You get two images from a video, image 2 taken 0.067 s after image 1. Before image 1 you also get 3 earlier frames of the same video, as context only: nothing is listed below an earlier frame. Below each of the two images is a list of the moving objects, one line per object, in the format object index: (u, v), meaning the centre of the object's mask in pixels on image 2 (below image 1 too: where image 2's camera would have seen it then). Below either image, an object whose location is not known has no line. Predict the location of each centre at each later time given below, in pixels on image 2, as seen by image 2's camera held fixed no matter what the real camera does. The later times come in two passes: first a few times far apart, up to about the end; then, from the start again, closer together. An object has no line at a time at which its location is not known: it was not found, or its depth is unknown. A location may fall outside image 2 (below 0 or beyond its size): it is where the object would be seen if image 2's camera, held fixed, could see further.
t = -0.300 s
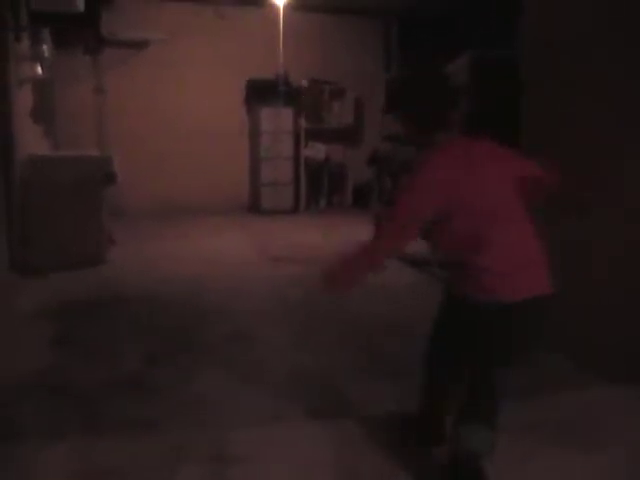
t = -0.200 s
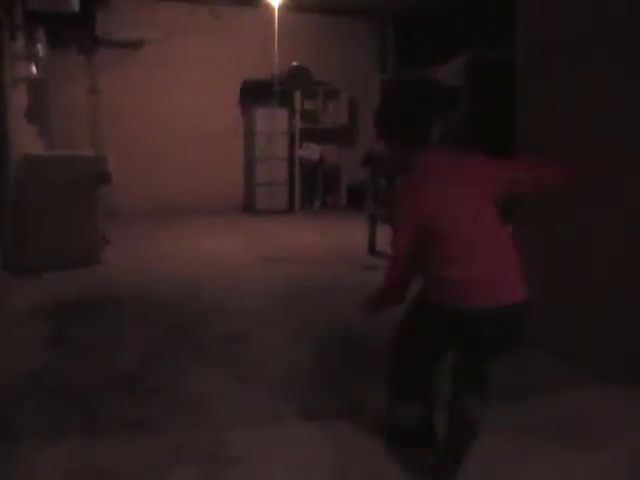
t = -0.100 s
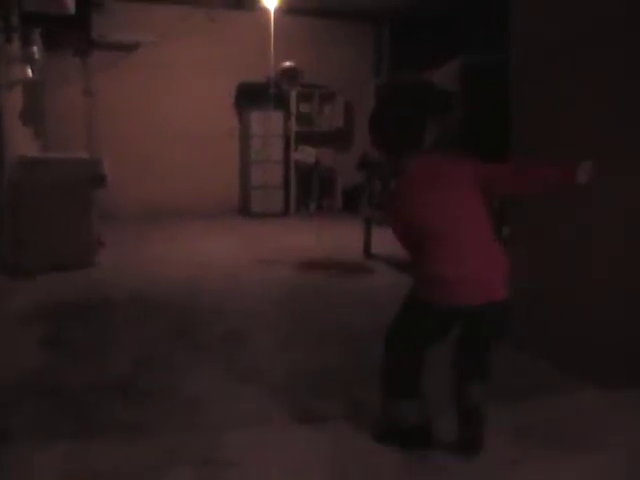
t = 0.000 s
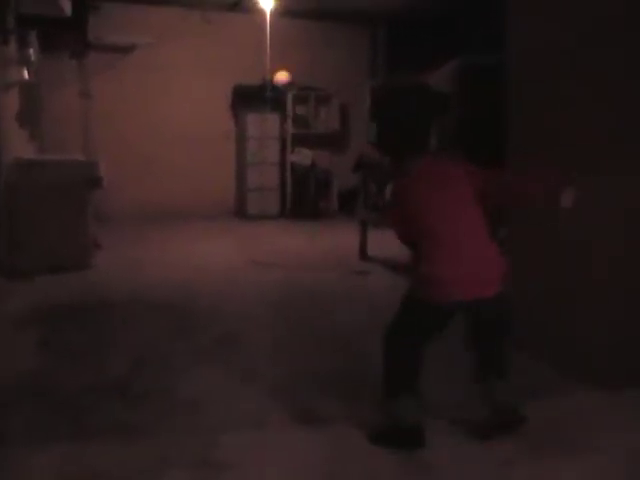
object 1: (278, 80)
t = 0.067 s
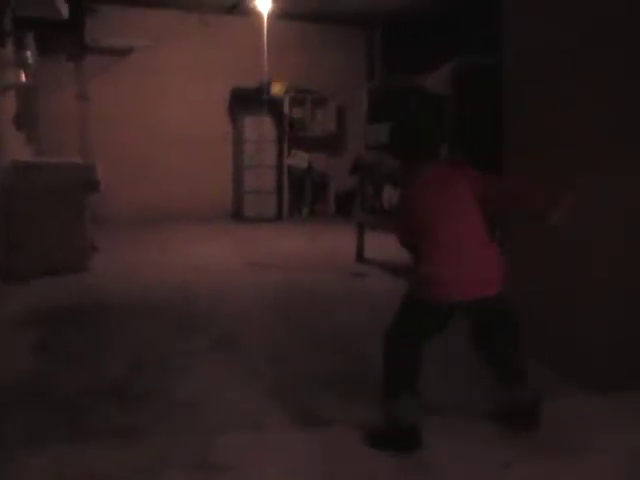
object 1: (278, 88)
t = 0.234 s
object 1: (262, 91)
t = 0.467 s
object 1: (226, 93)
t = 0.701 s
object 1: (181, 153)
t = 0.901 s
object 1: (138, 242)
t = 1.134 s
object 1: (120, 168)
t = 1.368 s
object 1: (153, 156)
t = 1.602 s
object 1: (189, 213)
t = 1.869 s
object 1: (210, 218)
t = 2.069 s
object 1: (214, 193)
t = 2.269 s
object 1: (218, 221)
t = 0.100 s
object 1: (277, 94)
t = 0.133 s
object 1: (275, 98)
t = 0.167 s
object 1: (270, 96)
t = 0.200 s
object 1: (265, 93)
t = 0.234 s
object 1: (262, 91)
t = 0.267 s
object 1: (257, 88)
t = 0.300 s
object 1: (252, 87)
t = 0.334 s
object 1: (247, 87)
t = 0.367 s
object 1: (242, 86)
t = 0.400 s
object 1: (237, 88)
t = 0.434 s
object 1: (231, 89)
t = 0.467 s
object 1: (226, 93)
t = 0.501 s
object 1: (220, 98)
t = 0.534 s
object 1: (215, 104)
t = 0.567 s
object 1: (208, 111)
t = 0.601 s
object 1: (201, 120)
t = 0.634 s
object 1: (194, 129)
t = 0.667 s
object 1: (188, 139)
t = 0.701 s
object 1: (181, 153)
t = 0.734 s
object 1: (174, 166)
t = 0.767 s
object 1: (167, 182)
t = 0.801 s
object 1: (158, 200)
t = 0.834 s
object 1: (148, 220)
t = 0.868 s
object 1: (142, 239)
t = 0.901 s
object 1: (138, 242)
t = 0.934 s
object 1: (130, 229)
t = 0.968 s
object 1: (126, 216)
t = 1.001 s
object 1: (120, 204)
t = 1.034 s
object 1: (115, 193)
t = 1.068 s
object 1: (112, 182)
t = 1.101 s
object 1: (115, 175)
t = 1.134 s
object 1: (120, 168)
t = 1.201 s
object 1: (128, 158)
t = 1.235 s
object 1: (133, 154)
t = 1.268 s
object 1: (140, 152)
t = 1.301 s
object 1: (144, 153)
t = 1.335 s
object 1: (149, 154)
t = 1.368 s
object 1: (153, 156)
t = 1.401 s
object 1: (158, 161)
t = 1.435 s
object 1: (162, 165)
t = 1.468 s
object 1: (169, 172)
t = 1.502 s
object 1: (173, 180)
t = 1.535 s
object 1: (178, 190)
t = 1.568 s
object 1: (184, 201)
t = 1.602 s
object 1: (189, 213)
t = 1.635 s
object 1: (194, 228)
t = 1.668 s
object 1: (198, 240)
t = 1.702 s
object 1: (202, 259)
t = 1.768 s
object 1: (207, 250)
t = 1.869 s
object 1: (210, 218)
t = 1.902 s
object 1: (211, 211)
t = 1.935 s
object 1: (210, 205)
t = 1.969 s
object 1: (211, 201)
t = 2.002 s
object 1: (213, 195)
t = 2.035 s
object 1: (213, 193)
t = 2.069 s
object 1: (214, 193)
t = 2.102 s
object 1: (214, 194)
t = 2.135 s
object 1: (215, 196)
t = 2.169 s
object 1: (216, 199)
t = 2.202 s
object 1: (218, 205)
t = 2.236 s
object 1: (217, 213)
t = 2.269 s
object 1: (218, 221)
